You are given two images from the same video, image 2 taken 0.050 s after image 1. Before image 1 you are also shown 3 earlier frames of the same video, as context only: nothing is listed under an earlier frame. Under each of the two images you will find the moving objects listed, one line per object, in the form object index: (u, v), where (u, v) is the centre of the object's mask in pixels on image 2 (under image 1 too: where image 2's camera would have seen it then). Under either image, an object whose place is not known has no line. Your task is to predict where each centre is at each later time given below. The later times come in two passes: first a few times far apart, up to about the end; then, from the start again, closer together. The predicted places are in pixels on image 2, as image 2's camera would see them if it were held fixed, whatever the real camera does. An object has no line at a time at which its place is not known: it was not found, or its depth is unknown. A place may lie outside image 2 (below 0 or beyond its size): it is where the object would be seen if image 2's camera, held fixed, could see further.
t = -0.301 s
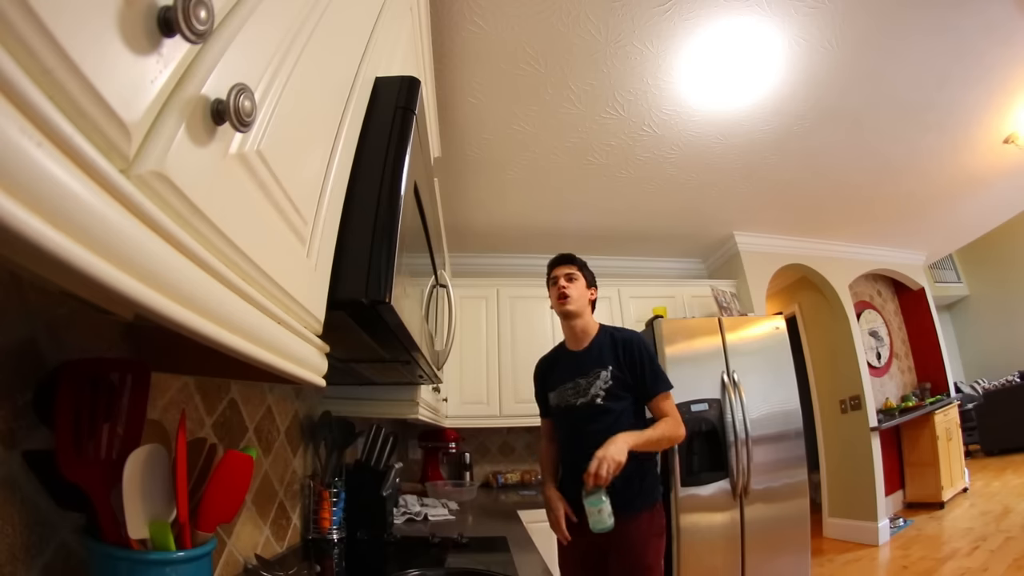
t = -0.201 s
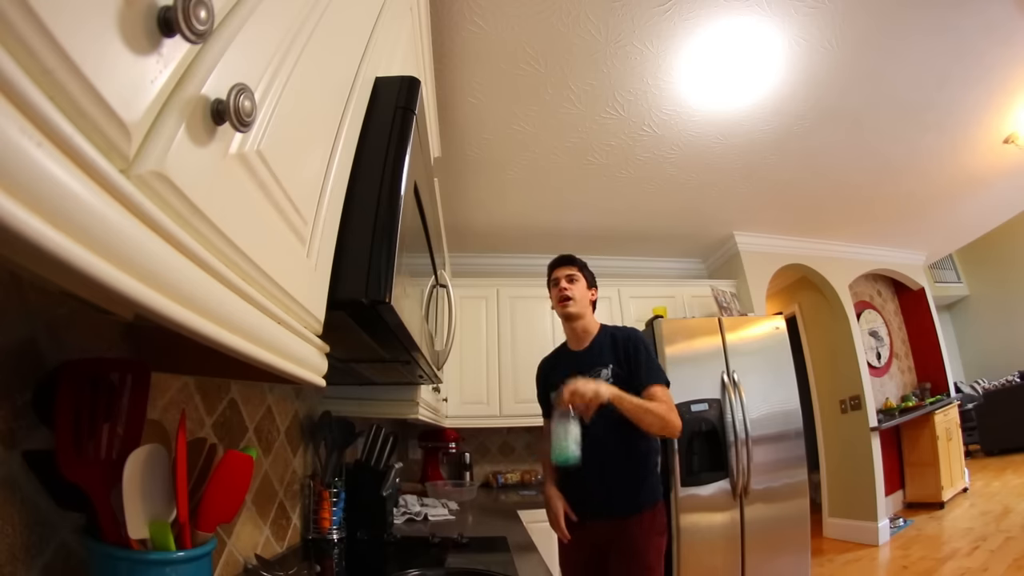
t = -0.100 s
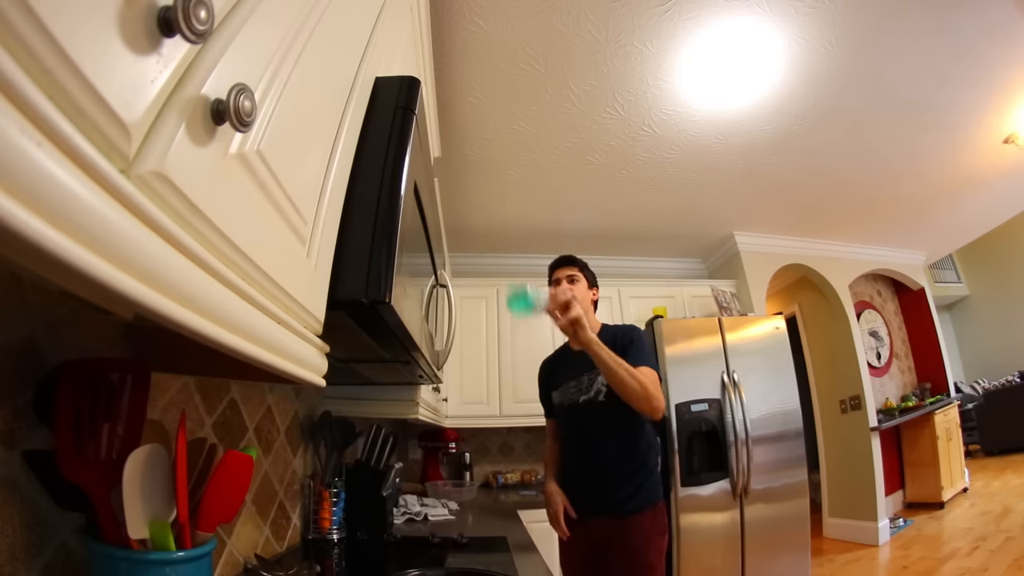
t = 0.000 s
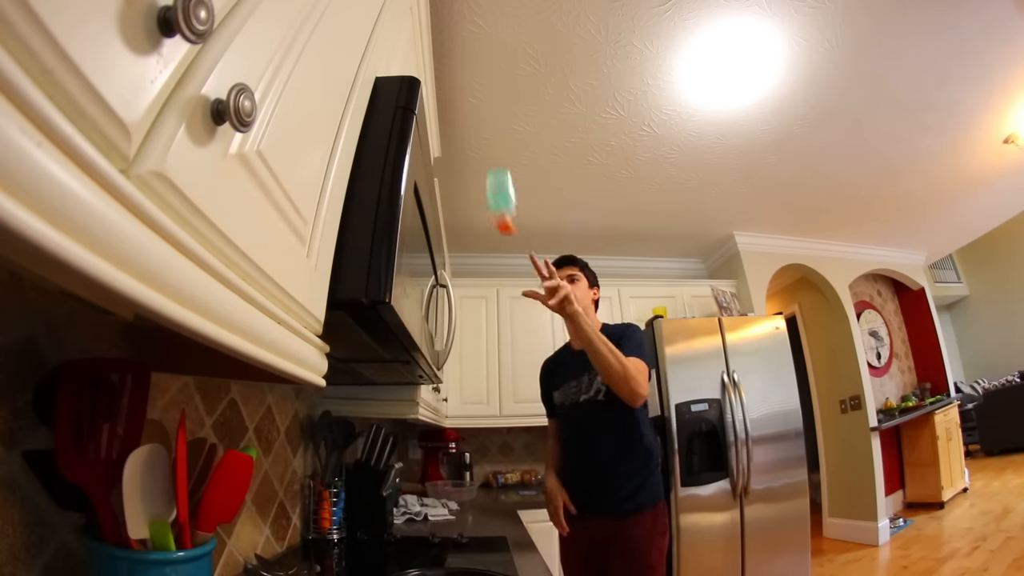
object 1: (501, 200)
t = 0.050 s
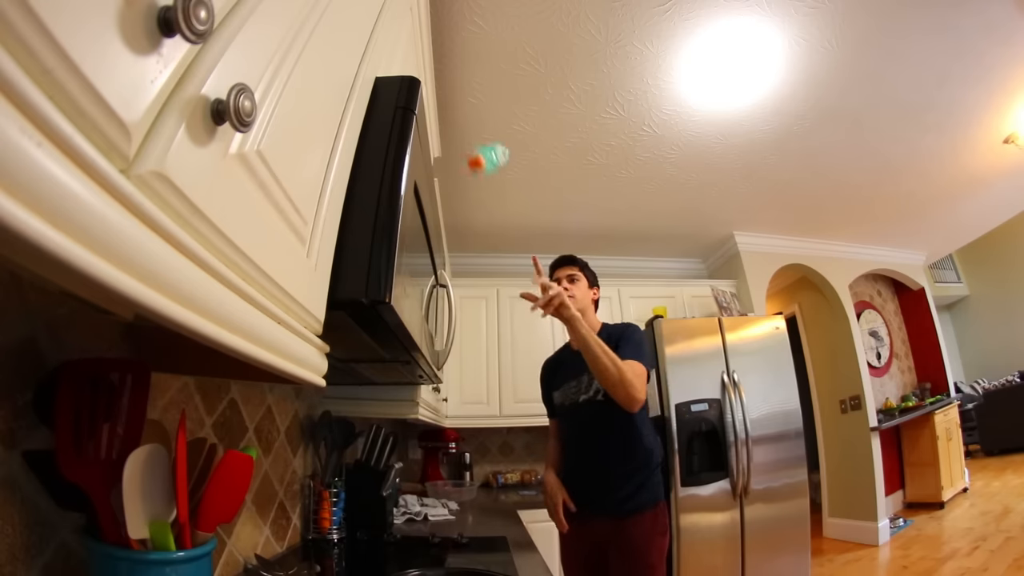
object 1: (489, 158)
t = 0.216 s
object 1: (454, 99)
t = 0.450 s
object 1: (427, 112)
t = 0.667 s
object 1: (466, 147)
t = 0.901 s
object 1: (556, 460)
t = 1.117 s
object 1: (686, 542)
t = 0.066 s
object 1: (484, 147)
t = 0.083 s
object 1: (480, 138)
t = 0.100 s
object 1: (477, 129)
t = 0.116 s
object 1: (474, 123)
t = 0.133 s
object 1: (471, 117)
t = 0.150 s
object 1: (467, 112)
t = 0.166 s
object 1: (464, 107)
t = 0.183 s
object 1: (461, 104)
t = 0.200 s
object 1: (457, 101)
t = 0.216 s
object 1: (454, 99)
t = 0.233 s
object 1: (451, 97)
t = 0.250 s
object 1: (448, 97)
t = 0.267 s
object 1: (445, 97)
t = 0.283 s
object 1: (440, 98)
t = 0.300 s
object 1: (437, 99)
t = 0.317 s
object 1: (434, 98)
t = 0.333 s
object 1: (432, 99)
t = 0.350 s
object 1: (431, 102)
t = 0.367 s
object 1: (429, 106)
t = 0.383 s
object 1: (429, 110)
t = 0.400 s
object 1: (429, 114)
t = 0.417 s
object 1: (427, 113)
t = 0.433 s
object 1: (427, 113)
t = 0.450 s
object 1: (427, 112)
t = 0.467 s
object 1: (430, 132)
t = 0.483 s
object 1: (432, 133)
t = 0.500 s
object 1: (434, 132)
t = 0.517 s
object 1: (435, 129)
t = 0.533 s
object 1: (437, 126)
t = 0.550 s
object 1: (440, 129)
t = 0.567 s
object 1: (443, 129)
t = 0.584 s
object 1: (445, 129)
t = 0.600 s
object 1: (448, 130)
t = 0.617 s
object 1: (453, 133)
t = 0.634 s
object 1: (457, 137)
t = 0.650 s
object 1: (461, 141)
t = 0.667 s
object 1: (466, 147)
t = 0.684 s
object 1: (470, 153)
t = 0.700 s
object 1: (474, 161)
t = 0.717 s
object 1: (479, 171)
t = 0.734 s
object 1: (484, 183)
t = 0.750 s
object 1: (489, 197)
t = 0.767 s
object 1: (494, 212)
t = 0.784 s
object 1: (499, 230)
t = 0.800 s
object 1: (505, 251)
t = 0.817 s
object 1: (512, 276)
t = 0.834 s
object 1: (521, 307)
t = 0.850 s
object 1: (529, 340)
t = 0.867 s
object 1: (539, 377)
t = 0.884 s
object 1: (547, 417)
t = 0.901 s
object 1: (556, 460)
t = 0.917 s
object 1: (563, 503)
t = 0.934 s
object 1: (564, 537)
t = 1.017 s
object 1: (649, 569)
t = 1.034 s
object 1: (653, 562)
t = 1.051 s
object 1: (658, 556)
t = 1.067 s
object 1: (663, 550)
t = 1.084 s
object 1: (670, 547)
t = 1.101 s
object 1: (677, 544)
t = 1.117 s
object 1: (686, 542)
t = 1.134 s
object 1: (693, 543)
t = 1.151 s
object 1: (701, 544)
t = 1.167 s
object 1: (708, 547)
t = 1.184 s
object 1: (715, 551)
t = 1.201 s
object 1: (721, 555)
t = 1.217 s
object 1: (726, 560)
